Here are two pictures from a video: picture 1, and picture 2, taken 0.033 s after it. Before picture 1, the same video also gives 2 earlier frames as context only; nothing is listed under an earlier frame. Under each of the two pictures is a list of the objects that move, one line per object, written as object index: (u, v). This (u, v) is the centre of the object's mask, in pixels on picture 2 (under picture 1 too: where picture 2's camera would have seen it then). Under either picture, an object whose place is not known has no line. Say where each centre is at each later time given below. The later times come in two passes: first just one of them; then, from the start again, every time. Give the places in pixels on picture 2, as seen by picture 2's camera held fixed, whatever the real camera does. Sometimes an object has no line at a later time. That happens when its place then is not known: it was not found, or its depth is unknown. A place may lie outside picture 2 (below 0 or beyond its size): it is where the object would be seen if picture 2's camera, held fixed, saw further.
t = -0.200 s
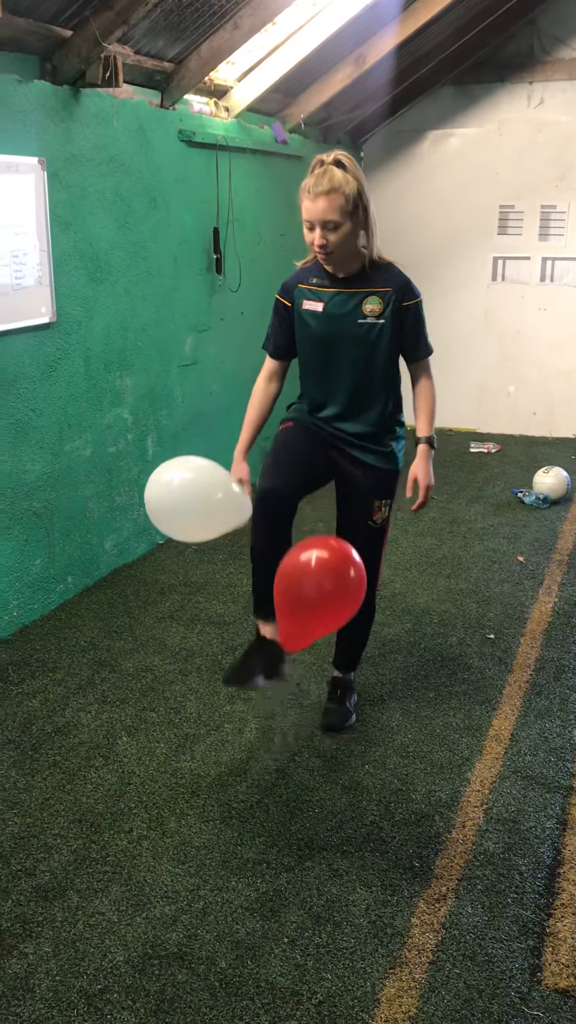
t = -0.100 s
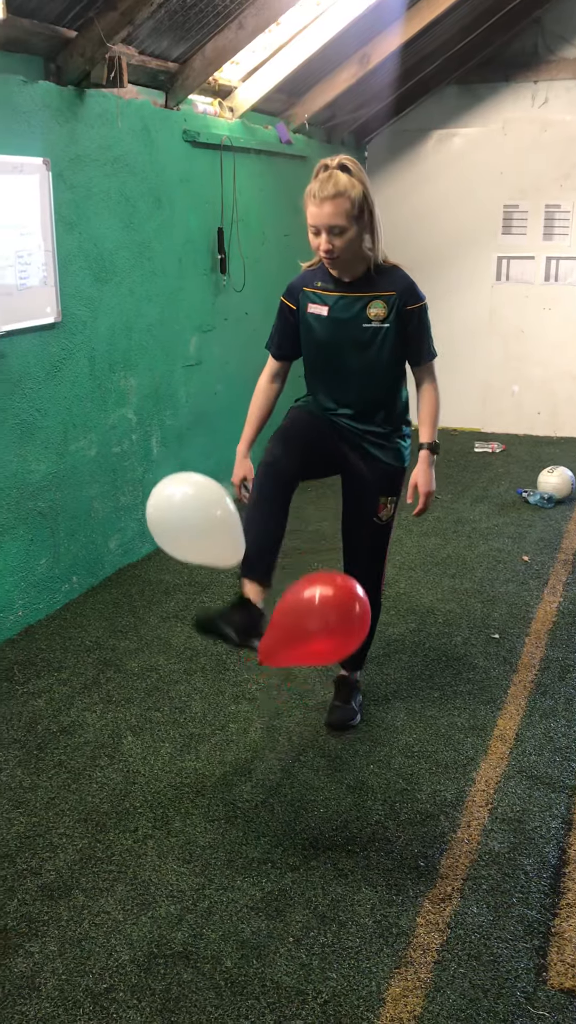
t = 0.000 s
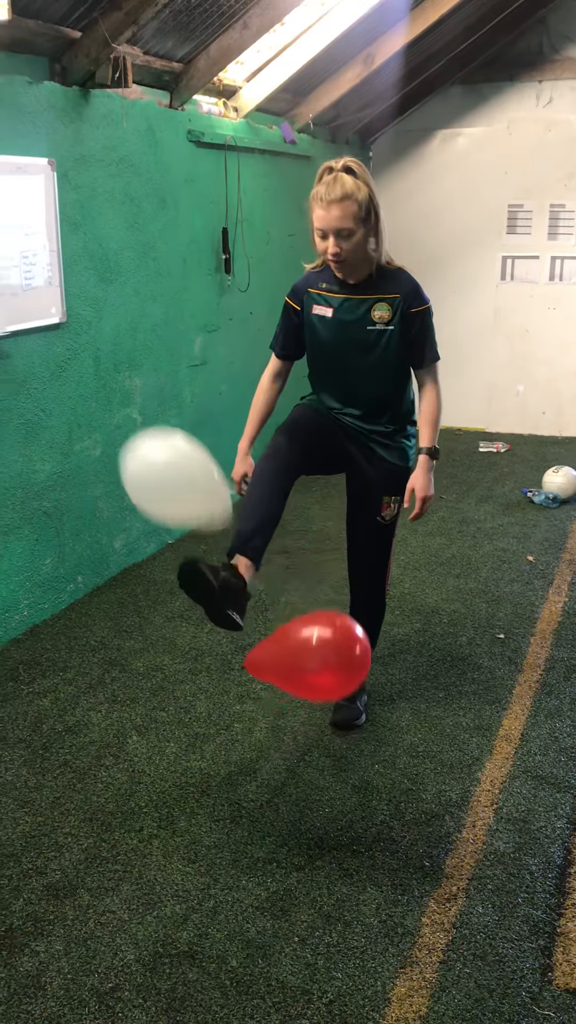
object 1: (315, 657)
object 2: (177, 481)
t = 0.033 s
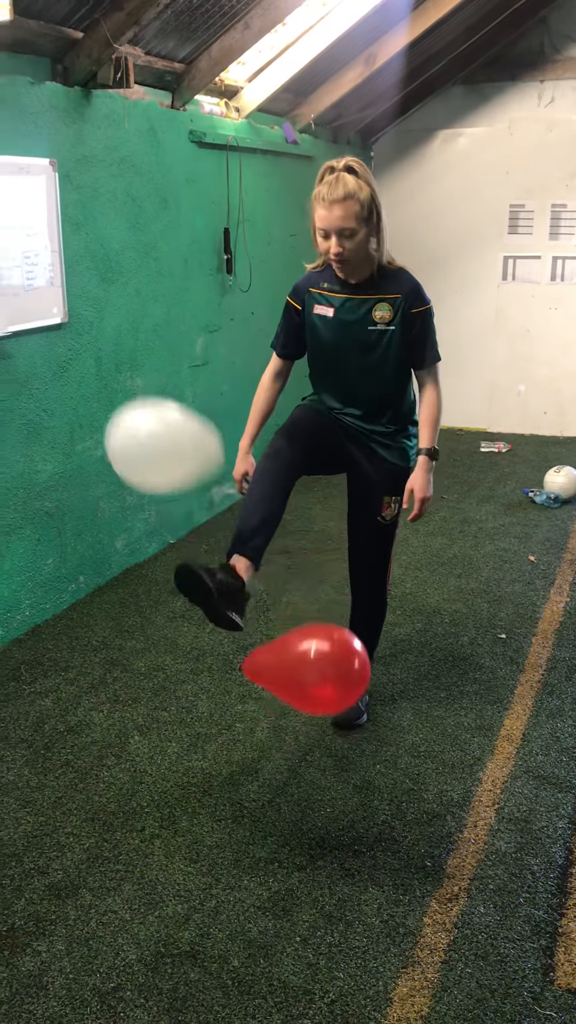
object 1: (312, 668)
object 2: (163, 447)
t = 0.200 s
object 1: (299, 729)
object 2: (108, 321)
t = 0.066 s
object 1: (310, 680)
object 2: (149, 416)
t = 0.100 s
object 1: (307, 693)
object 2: (137, 387)
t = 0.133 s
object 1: (304, 704)
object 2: (126, 363)
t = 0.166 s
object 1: (302, 717)
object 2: (117, 341)
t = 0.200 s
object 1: (299, 729)
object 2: (108, 321)
